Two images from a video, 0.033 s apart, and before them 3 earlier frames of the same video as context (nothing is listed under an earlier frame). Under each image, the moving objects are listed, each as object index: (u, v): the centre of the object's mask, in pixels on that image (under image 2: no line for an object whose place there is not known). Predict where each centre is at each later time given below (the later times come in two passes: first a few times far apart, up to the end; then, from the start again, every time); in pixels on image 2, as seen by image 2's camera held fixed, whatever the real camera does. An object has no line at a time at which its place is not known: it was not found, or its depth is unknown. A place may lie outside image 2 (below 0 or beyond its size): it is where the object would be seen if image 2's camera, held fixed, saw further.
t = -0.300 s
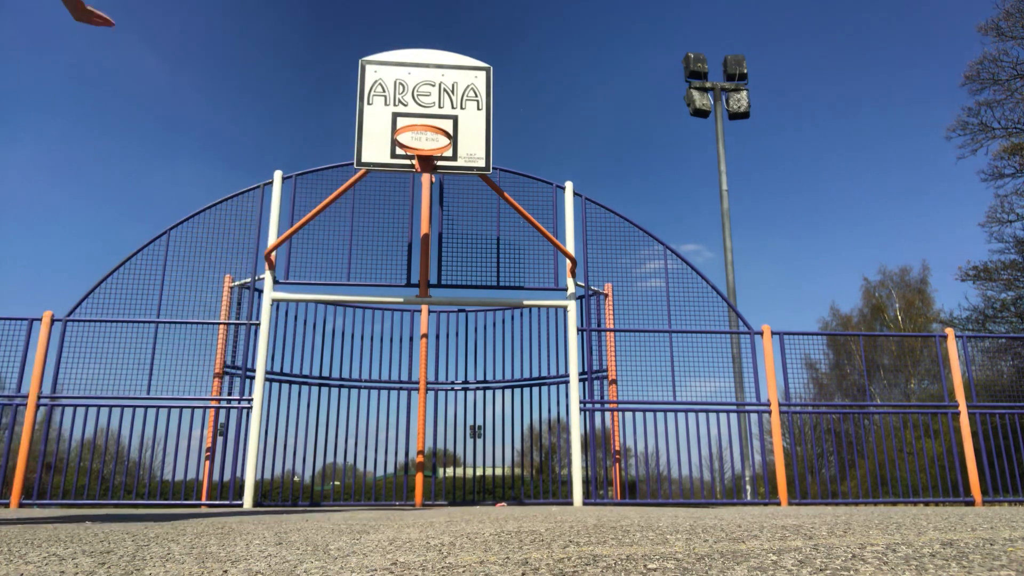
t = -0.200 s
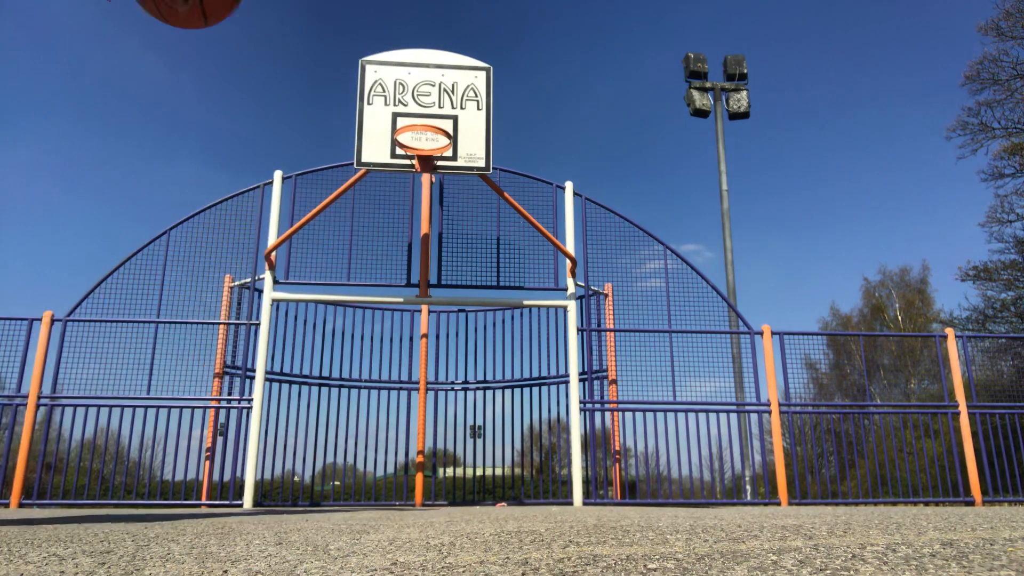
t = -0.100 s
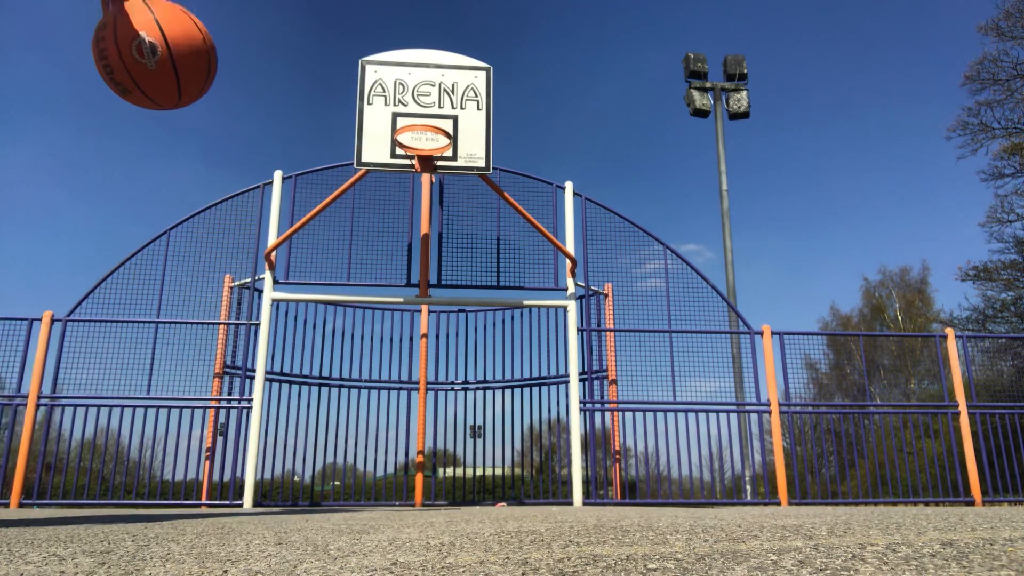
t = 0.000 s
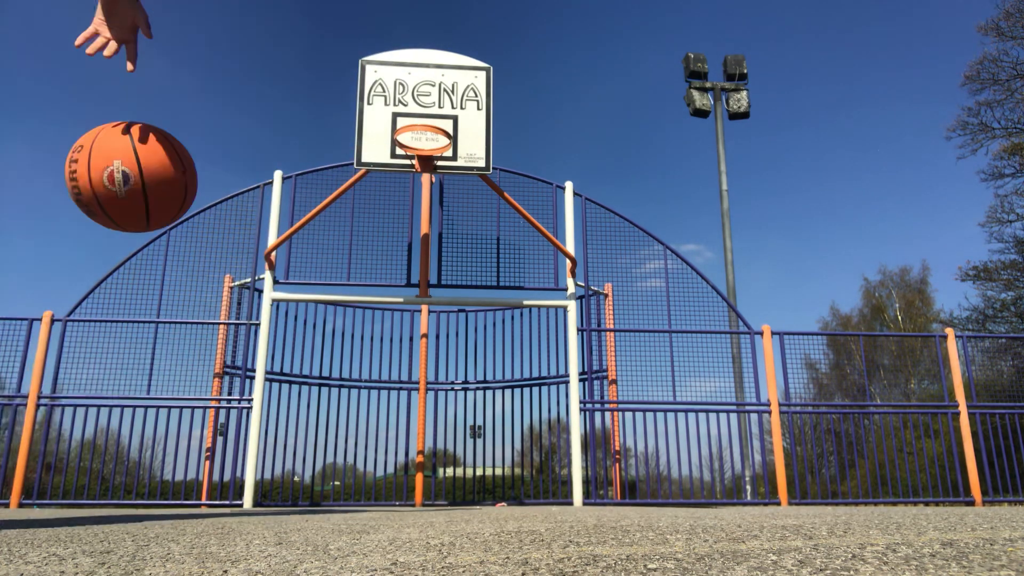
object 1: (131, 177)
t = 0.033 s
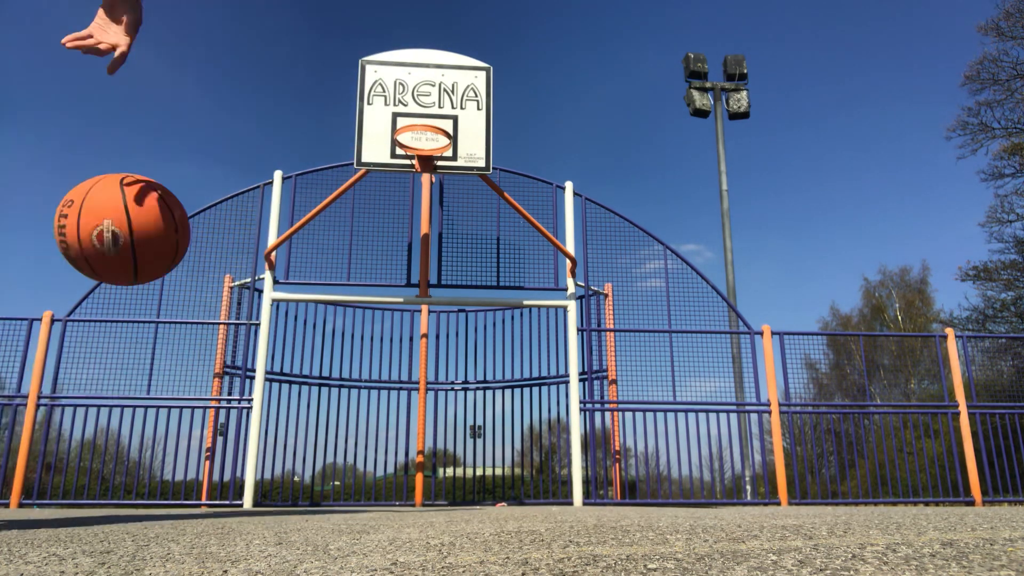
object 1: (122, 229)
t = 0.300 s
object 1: (133, 200)
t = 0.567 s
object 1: (179, 78)
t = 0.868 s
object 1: (191, 349)
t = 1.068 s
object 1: (227, 241)
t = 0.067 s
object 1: (112, 288)
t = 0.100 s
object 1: (101, 354)
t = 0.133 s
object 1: (89, 427)
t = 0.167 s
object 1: (90, 425)
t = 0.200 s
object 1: (102, 355)
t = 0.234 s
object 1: (114, 294)
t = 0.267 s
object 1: (124, 243)
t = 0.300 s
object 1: (133, 200)
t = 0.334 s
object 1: (142, 164)
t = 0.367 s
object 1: (149, 135)
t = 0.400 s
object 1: (156, 112)
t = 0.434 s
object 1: (162, 95)
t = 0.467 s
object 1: (167, 83)
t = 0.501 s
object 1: (172, 76)
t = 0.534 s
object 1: (176, 74)
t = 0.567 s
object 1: (179, 78)
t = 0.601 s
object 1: (183, 86)
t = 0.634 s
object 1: (185, 99)
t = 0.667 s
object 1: (187, 118)
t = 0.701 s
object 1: (189, 142)
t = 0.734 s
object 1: (191, 171)
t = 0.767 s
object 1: (191, 206)
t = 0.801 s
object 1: (192, 247)
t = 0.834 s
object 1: (192, 294)
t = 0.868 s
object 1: (191, 349)
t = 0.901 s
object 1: (190, 410)
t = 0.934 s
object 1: (192, 439)
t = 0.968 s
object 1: (202, 375)
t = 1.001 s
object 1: (211, 322)
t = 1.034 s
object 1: (219, 277)
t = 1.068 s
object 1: (227, 241)
